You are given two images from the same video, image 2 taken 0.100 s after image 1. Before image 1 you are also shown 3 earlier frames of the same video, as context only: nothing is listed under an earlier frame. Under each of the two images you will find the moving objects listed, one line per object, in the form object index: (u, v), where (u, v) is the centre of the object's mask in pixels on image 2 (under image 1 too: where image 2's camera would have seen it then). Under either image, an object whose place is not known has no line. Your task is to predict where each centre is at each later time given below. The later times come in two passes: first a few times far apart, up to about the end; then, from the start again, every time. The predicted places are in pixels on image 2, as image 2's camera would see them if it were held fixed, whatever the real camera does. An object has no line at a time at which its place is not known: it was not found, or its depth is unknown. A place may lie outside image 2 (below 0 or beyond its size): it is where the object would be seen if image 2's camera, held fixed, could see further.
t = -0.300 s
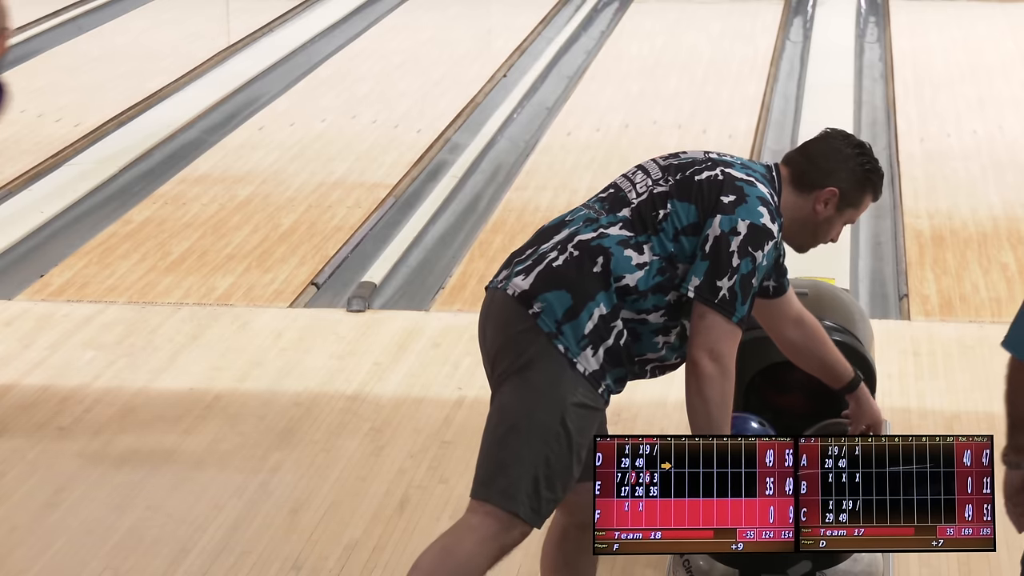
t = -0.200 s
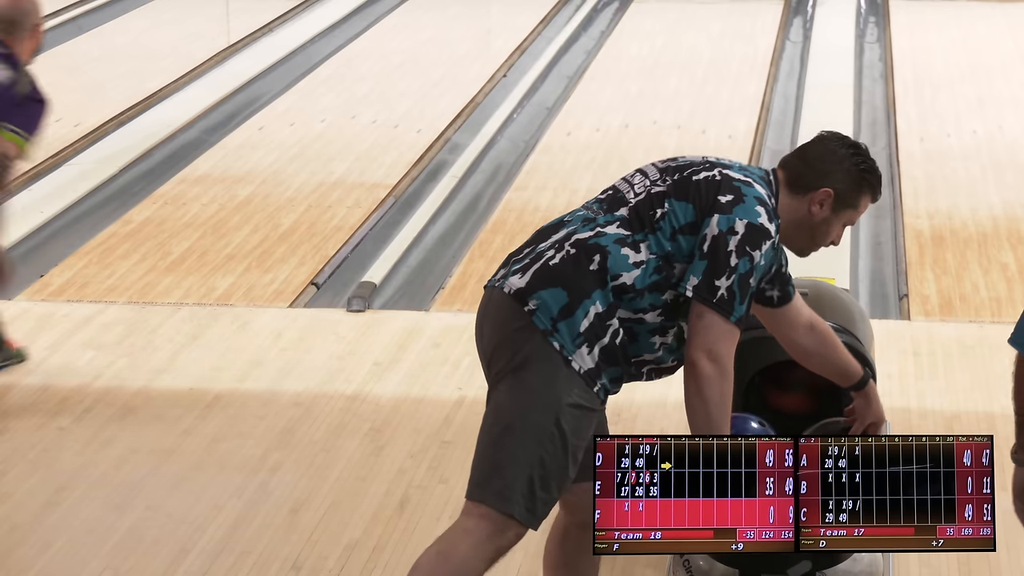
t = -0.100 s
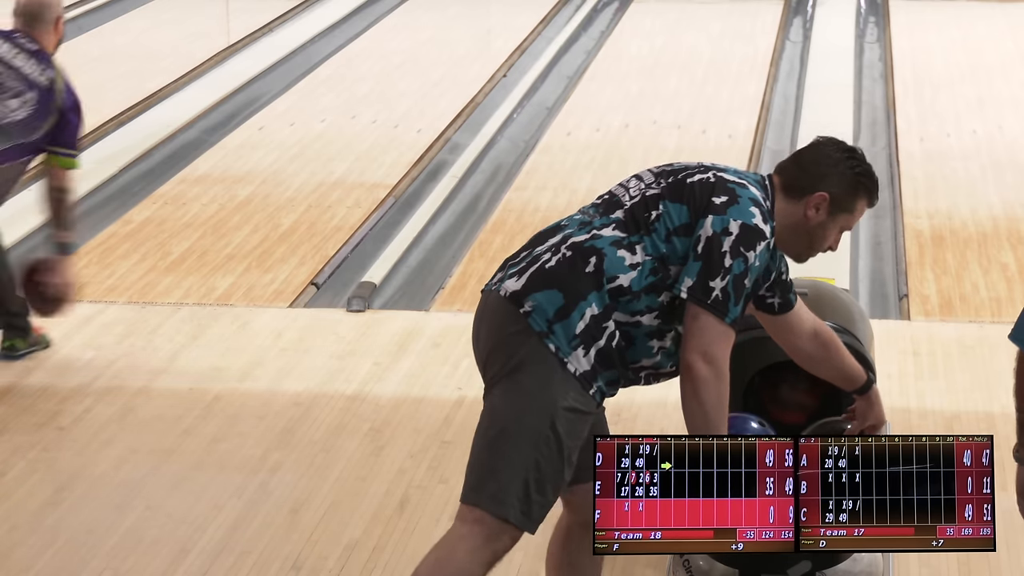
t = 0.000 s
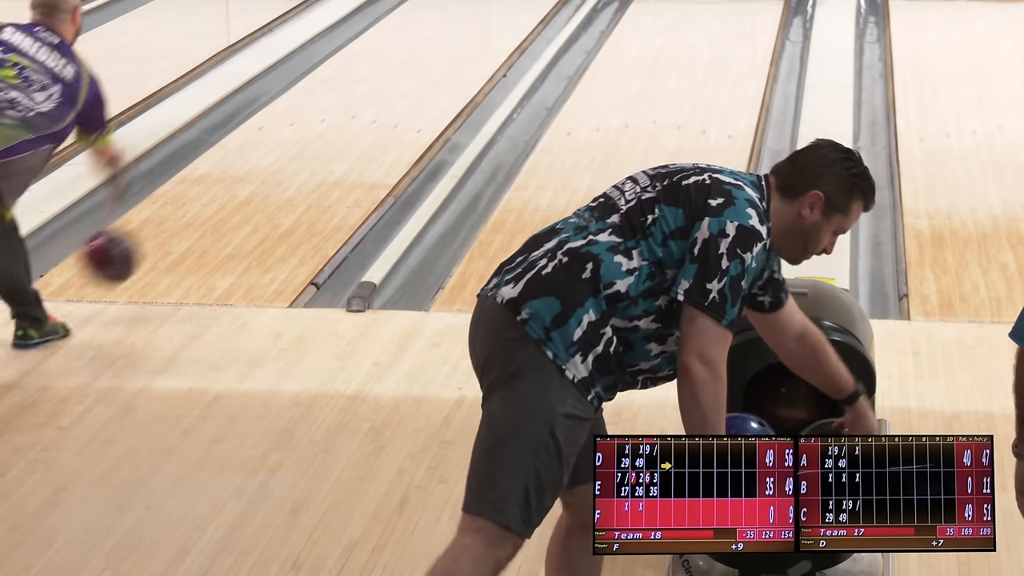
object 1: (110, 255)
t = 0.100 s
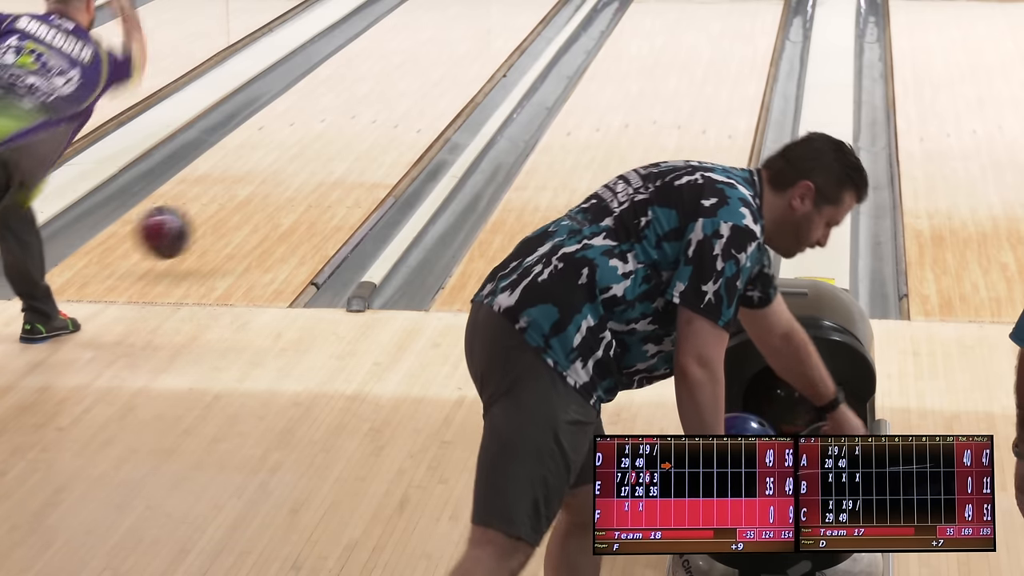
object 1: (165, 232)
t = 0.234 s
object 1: (227, 206)
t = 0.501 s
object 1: (325, 133)
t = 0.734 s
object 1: (391, 84)
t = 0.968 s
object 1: (444, 45)
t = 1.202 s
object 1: (488, 13)
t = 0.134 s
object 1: (181, 229)
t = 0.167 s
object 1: (198, 228)
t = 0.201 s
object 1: (212, 216)
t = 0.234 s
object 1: (227, 206)
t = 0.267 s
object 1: (241, 196)
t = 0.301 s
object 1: (255, 186)
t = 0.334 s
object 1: (268, 176)
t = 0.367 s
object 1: (280, 167)
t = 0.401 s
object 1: (292, 158)
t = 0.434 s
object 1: (303, 150)
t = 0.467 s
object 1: (314, 141)
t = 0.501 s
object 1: (325, 133)
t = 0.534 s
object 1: (335, 125)
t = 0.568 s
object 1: (345, 118)
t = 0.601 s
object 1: (355, 111)
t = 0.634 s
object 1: (365, 103)
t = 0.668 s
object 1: (374, 97)
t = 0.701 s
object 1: (383, 90)
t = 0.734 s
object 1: (391, 84)
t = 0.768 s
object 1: (400, 78)
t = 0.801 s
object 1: (408, 72)
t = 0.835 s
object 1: (416, 67)
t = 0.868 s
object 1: (423, 61)
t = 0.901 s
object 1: (430, 55)
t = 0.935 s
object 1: (438, 49)
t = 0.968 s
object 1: (444, 45)
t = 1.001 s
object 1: (451, 40)
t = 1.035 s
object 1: (458, 35)
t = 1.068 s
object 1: (464, 30)
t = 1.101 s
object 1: (470, 26)
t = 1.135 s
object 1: (476, 21)
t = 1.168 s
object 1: (482, 16)
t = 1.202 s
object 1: (488, 13)
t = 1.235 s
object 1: (494, 11)
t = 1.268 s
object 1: (499, 9)
